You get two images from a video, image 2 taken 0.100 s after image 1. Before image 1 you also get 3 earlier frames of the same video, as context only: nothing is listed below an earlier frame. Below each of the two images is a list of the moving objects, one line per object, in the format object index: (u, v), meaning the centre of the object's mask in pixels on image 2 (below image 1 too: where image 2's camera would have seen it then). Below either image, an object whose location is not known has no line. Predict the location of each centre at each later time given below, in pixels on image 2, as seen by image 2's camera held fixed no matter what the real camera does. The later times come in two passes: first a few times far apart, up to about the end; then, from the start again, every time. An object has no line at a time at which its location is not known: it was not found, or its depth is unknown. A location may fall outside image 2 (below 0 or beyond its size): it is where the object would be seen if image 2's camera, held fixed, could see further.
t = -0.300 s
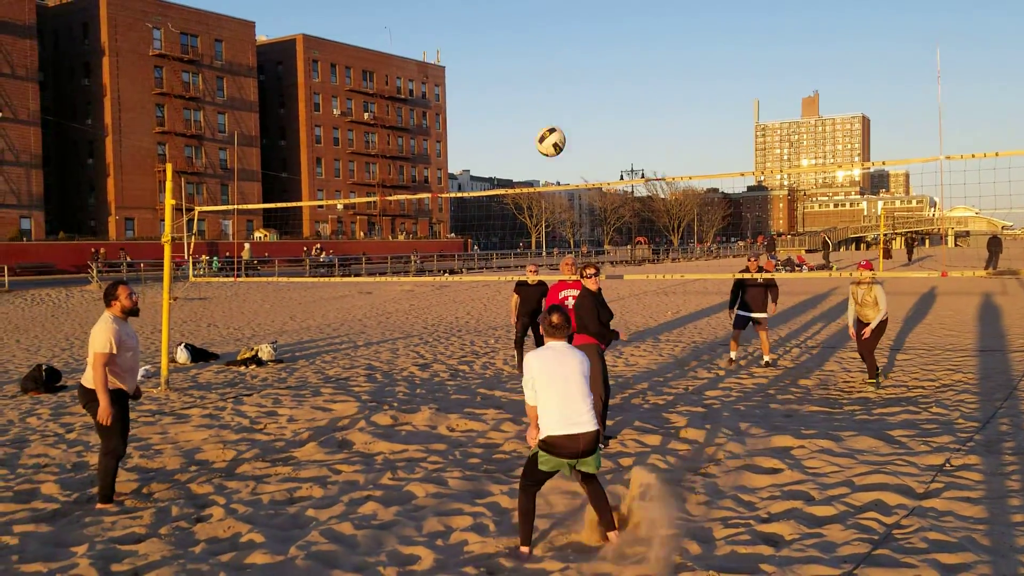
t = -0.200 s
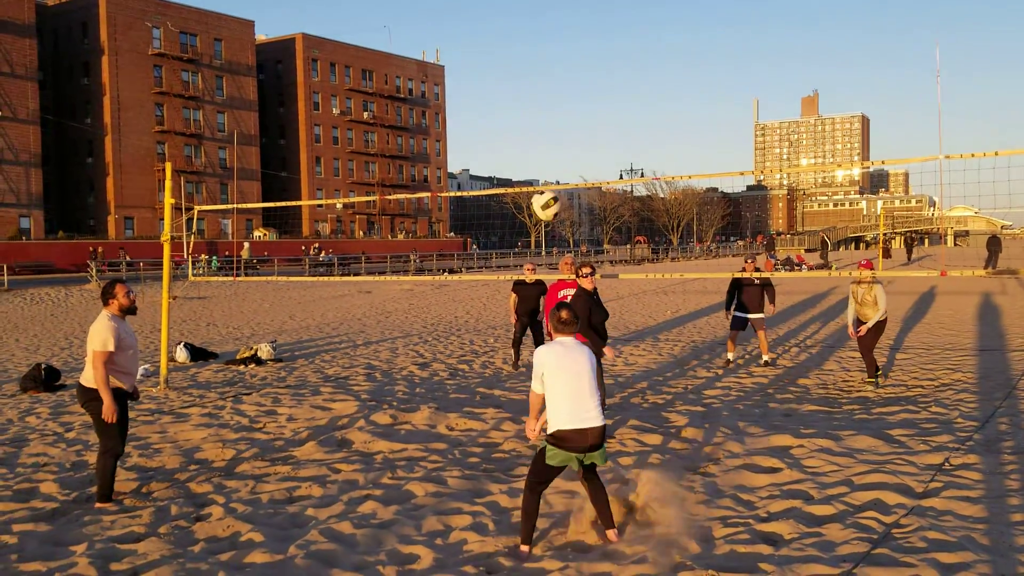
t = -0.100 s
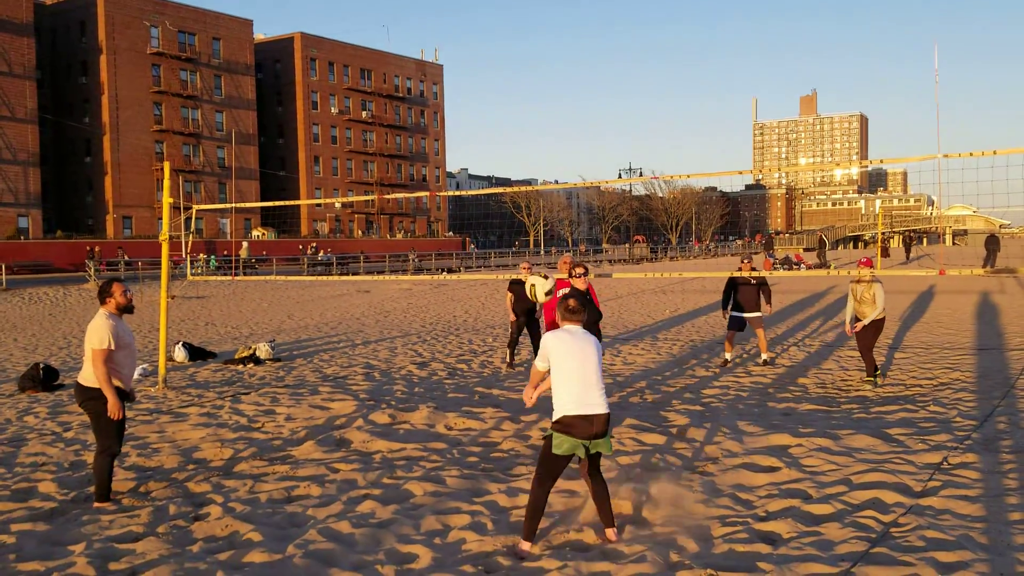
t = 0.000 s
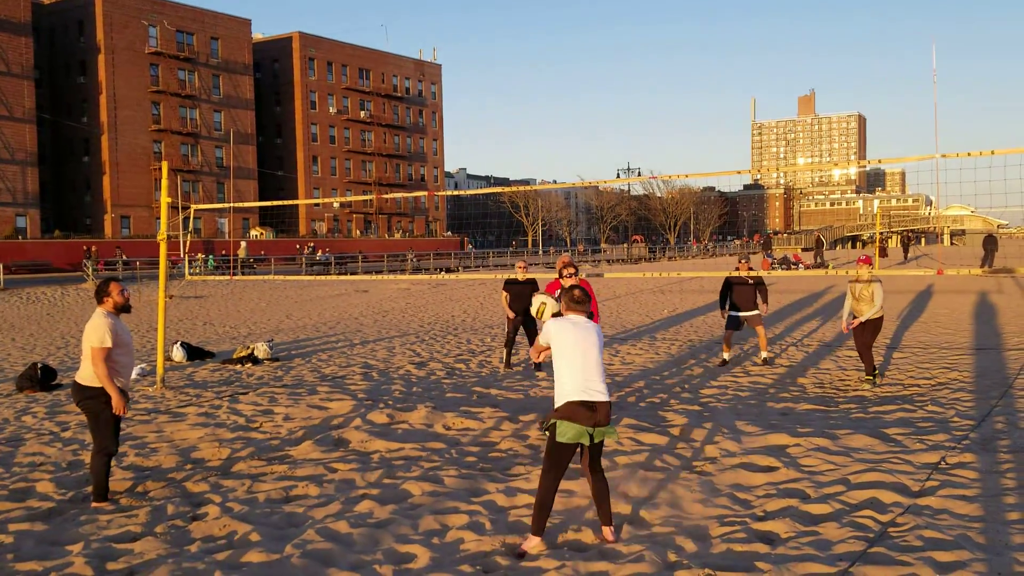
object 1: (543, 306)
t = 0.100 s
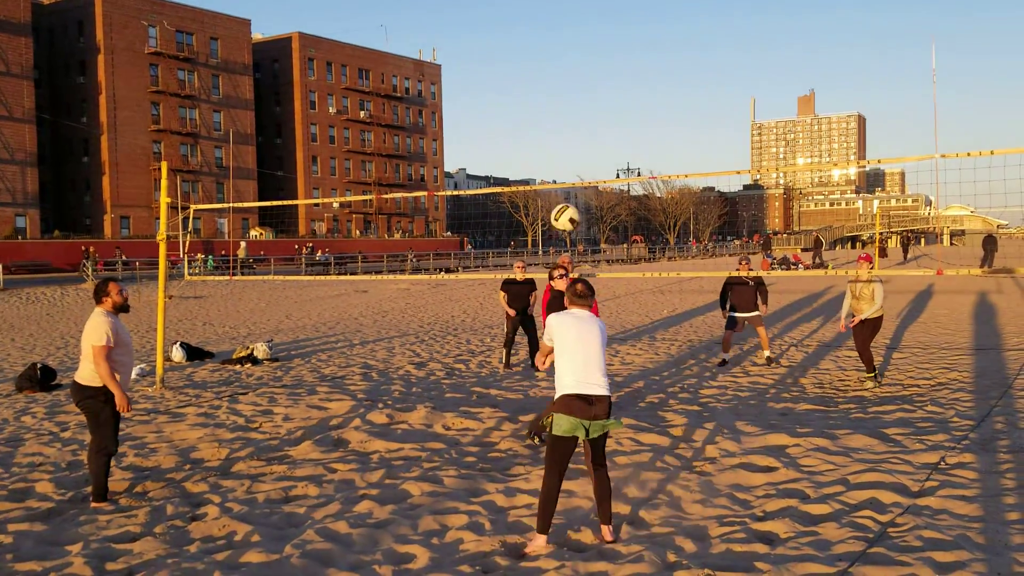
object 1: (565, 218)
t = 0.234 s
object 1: (591, 129)
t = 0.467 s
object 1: (633, 46)
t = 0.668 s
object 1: (663, 32)
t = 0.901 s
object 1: (694, 67)
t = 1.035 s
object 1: (710, 106)
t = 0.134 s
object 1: (572, 192)
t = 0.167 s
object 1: (579, 169)
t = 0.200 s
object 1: (585, 148)
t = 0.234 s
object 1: (591, 129)
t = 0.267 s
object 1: (597, 112)
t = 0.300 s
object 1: (604, 97)
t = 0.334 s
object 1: (610, 84)
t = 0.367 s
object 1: (616, 72)
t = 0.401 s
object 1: (622, 62)
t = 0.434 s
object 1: (627, 53)
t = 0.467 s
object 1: (633, 46)
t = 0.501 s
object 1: (638, 41)
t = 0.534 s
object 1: (643, 36)
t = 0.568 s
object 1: (648, 33)
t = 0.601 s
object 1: (654, 32)
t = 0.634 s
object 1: (659, 31)
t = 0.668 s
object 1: (663, 32)
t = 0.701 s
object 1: (668, 34)
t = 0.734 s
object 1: (673, 37)
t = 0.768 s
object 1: (677, 41)
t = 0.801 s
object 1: (682, 46)
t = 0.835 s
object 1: (686, 52)
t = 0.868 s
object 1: (690, 59)
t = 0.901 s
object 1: (694, 67)
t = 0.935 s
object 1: (699, 75)
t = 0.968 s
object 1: (702, 85)
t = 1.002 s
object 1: (706, 95)
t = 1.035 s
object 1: (710, 106)
